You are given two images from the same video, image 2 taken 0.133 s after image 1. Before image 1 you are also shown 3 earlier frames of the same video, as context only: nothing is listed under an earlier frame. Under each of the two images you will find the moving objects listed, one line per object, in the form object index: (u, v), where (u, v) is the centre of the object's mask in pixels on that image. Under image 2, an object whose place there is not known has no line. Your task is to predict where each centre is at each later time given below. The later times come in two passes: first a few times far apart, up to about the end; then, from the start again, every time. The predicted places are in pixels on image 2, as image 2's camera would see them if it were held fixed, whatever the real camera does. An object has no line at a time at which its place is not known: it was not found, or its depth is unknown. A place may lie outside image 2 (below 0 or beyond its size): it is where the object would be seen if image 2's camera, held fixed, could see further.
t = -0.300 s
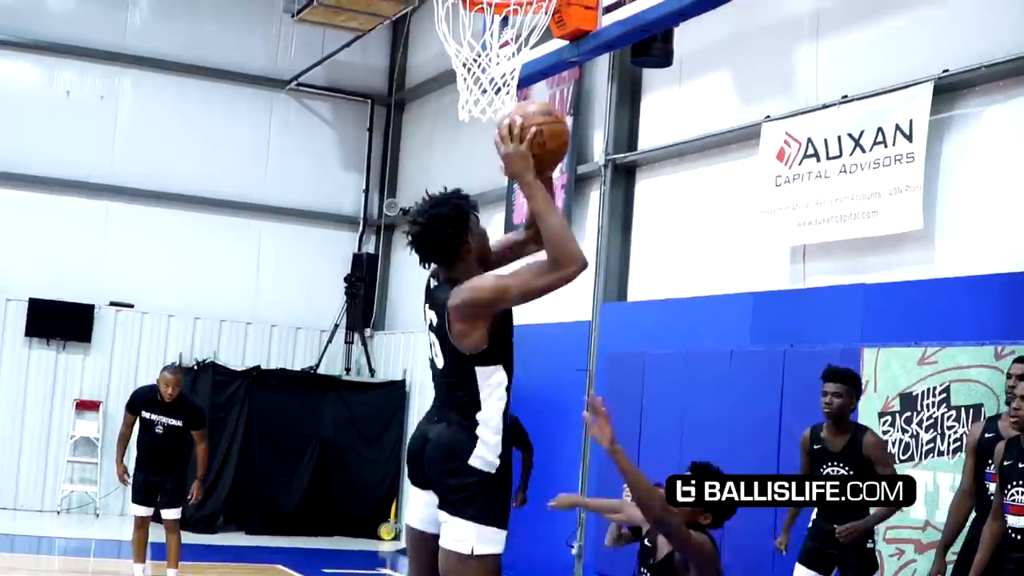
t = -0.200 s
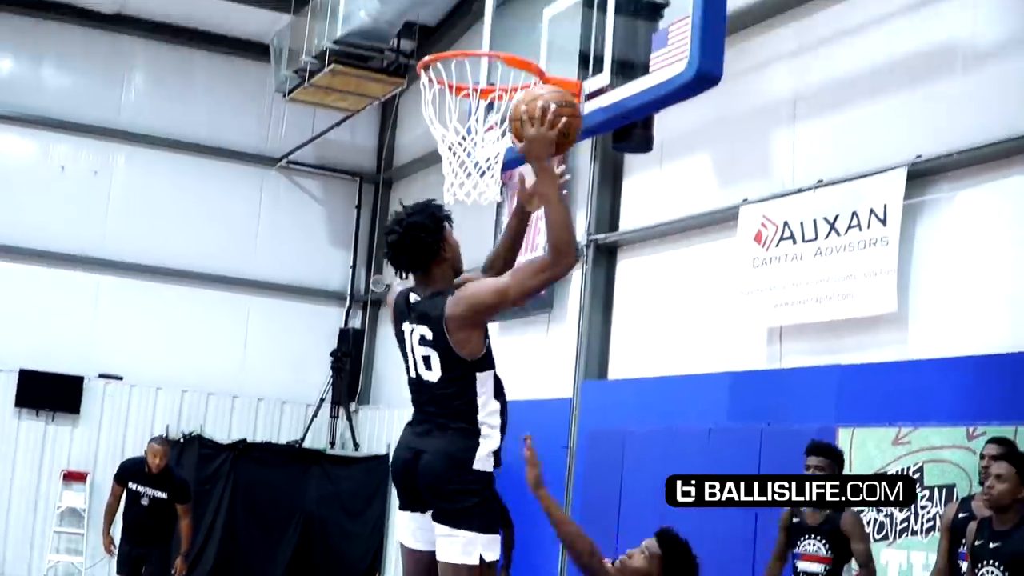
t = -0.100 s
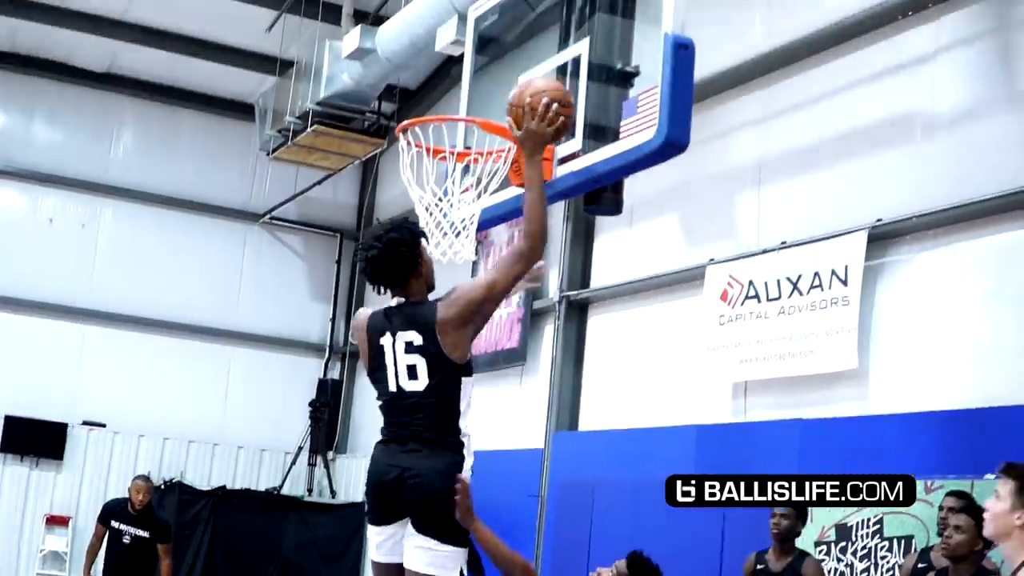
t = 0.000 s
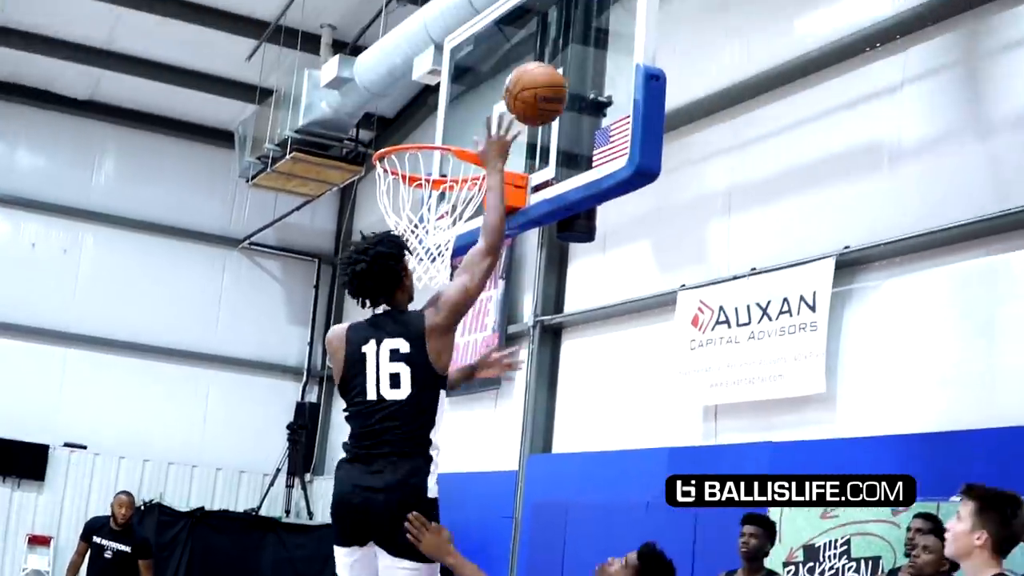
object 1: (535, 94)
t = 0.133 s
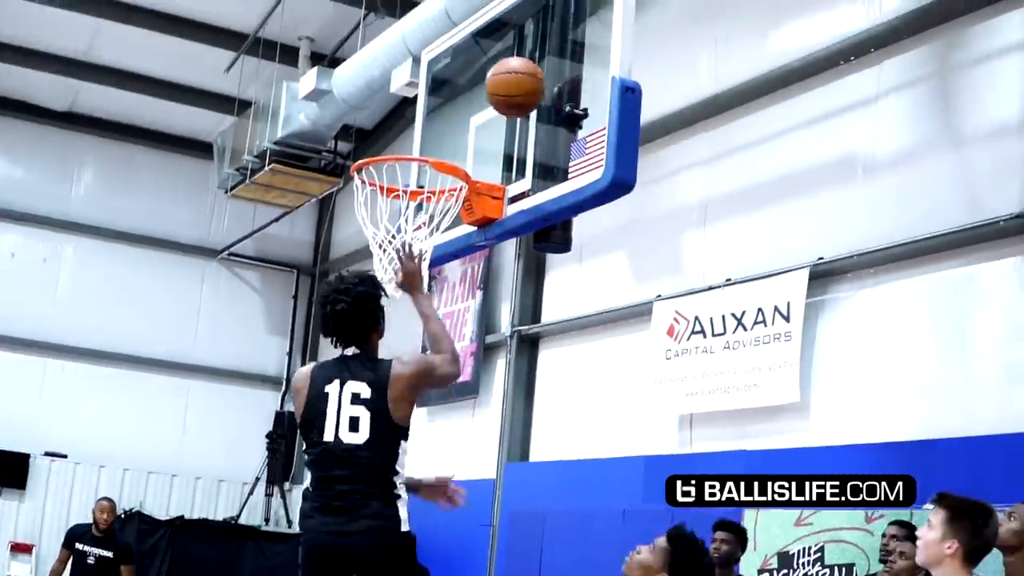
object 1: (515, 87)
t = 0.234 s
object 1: (470, 91)
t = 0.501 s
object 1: (401, 176)
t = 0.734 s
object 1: (413, 271)
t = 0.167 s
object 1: (500, 85)
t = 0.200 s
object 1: (486, 87)
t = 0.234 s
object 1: (470, 91)
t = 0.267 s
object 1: (456, 98)
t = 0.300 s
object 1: (440, 107)
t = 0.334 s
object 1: (424, 119)
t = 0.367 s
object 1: (407, 131)
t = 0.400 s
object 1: (390, 147)
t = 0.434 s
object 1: (393, 156)
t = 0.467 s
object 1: (397, 166)
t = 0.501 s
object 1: (401, 176)
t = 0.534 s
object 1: (409, 189)
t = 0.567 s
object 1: (412, 203)
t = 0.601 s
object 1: (412, 214)
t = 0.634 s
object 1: (413, 228)
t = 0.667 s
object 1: (414, 242)
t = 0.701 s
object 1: (414, 253)
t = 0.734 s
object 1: (413, 271)
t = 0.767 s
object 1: (412, 293)
